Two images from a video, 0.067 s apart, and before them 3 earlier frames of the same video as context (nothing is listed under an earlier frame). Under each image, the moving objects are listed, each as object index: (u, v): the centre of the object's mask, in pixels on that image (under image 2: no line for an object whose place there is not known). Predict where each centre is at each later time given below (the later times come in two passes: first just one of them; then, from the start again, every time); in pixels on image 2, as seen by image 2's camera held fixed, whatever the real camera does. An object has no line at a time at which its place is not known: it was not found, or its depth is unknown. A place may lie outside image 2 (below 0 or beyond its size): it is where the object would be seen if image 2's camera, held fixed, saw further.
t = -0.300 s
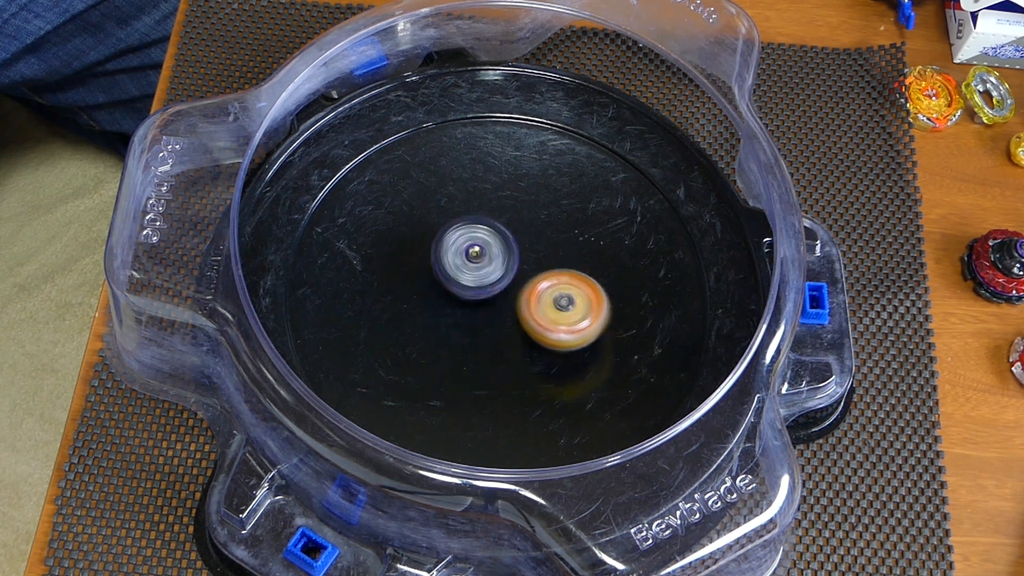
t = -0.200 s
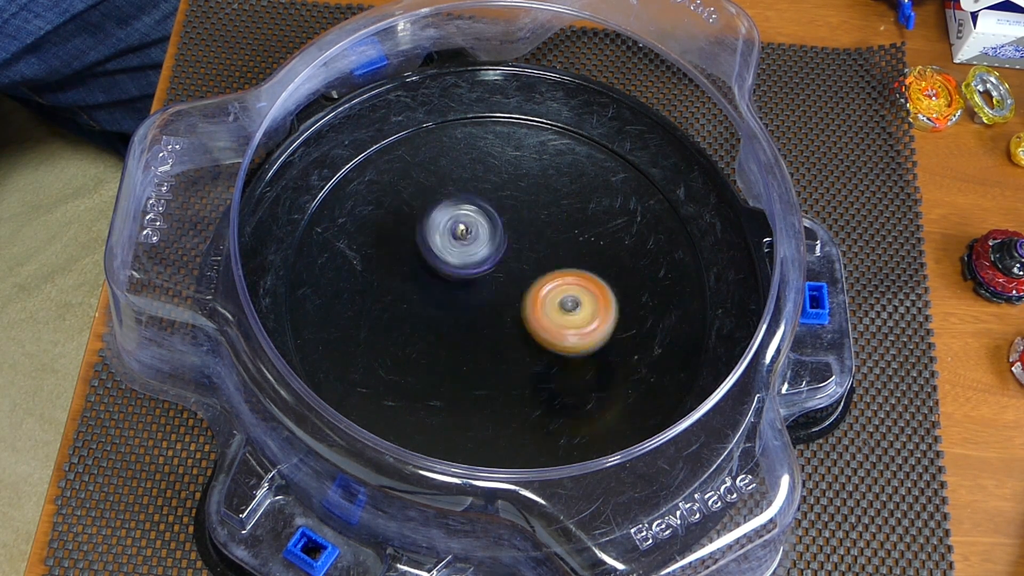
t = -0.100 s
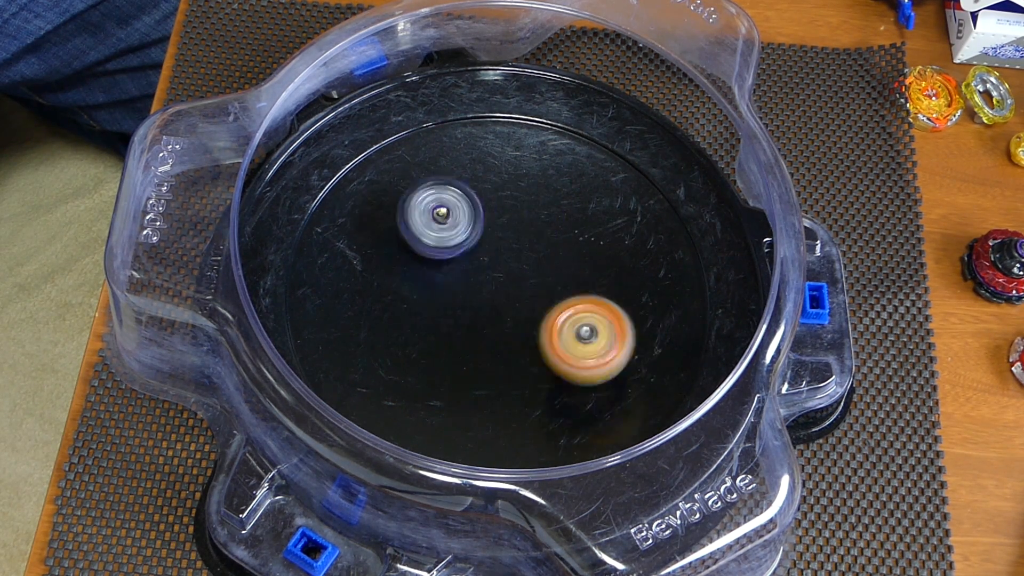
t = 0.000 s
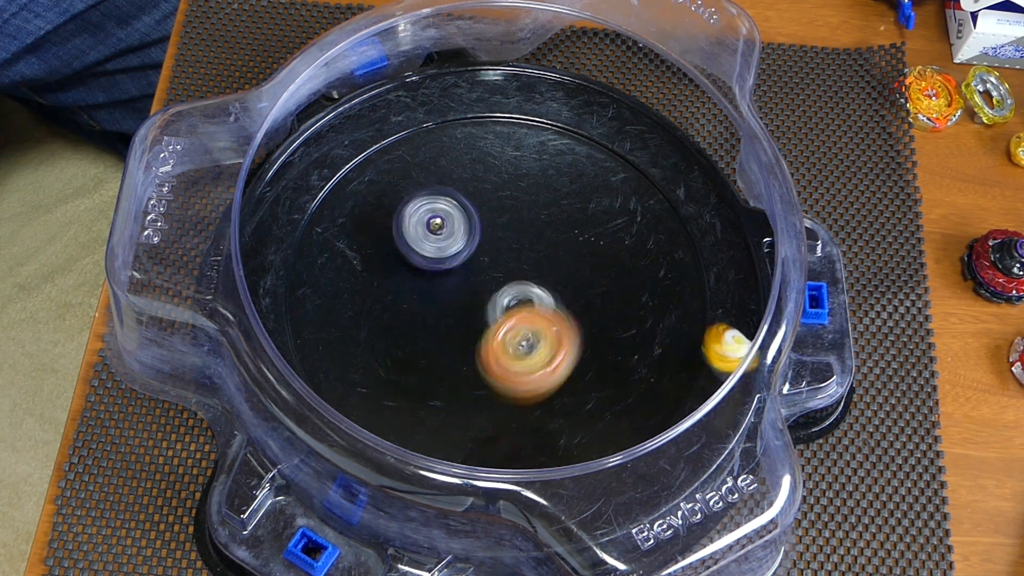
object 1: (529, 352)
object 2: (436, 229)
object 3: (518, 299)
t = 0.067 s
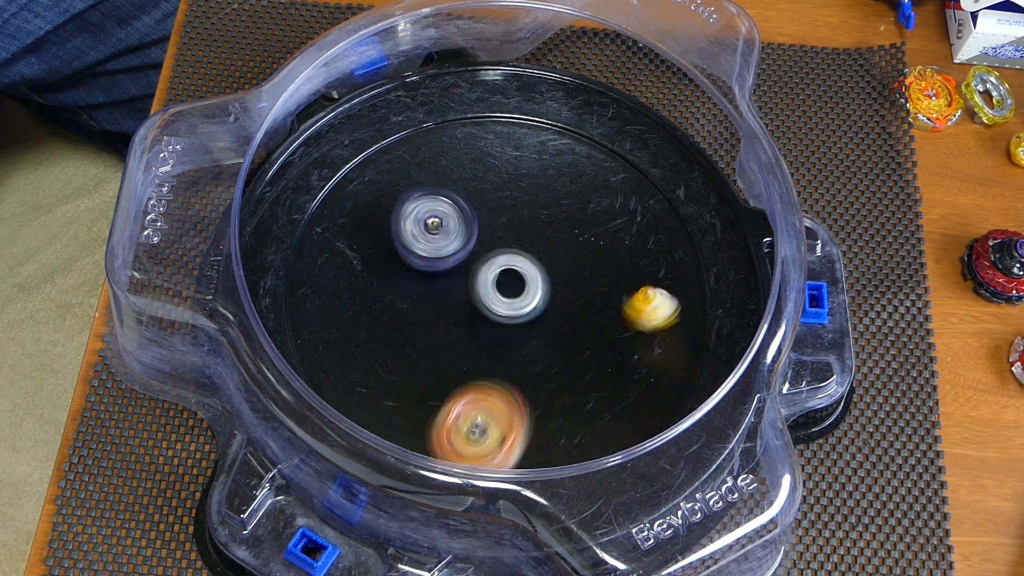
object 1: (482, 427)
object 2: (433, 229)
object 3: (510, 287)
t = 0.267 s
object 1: (360, 341)
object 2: (431, 243)
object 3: (495, 321)
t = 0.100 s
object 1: (465, 430)
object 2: (426, 223)
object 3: (522, 292)
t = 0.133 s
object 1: (453, 430)
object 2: (422, 223)
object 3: (532, 299)
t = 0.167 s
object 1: (438, 441)
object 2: (421, 226)
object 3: (515, 310)
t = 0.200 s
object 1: (434, 417)
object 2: (422, 229)
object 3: (491, 322)
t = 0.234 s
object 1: (431, 381)
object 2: (424, 235)
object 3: (472, 329)
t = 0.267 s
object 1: (360, 341)
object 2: (431, 243)
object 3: (495, 321)
